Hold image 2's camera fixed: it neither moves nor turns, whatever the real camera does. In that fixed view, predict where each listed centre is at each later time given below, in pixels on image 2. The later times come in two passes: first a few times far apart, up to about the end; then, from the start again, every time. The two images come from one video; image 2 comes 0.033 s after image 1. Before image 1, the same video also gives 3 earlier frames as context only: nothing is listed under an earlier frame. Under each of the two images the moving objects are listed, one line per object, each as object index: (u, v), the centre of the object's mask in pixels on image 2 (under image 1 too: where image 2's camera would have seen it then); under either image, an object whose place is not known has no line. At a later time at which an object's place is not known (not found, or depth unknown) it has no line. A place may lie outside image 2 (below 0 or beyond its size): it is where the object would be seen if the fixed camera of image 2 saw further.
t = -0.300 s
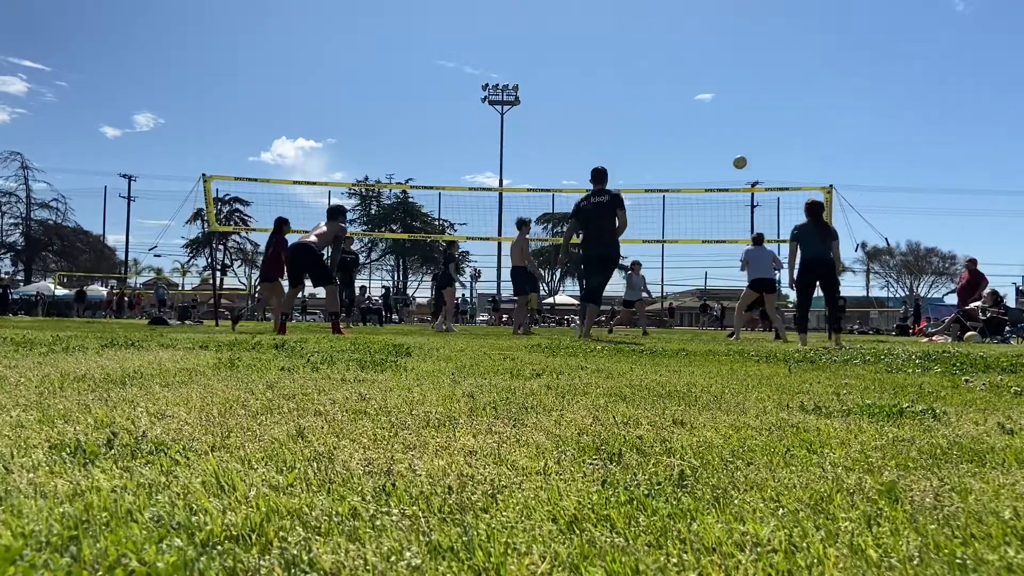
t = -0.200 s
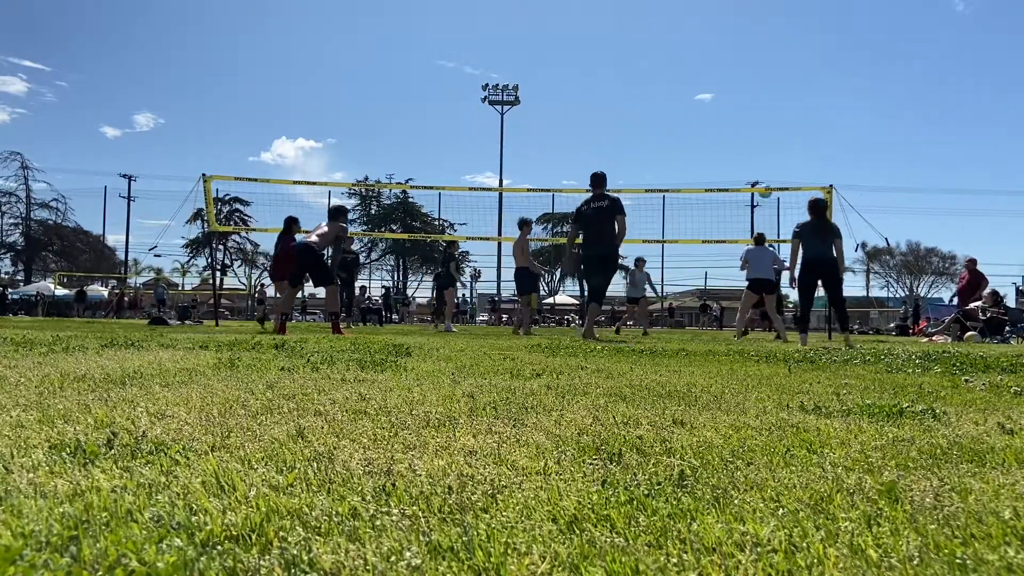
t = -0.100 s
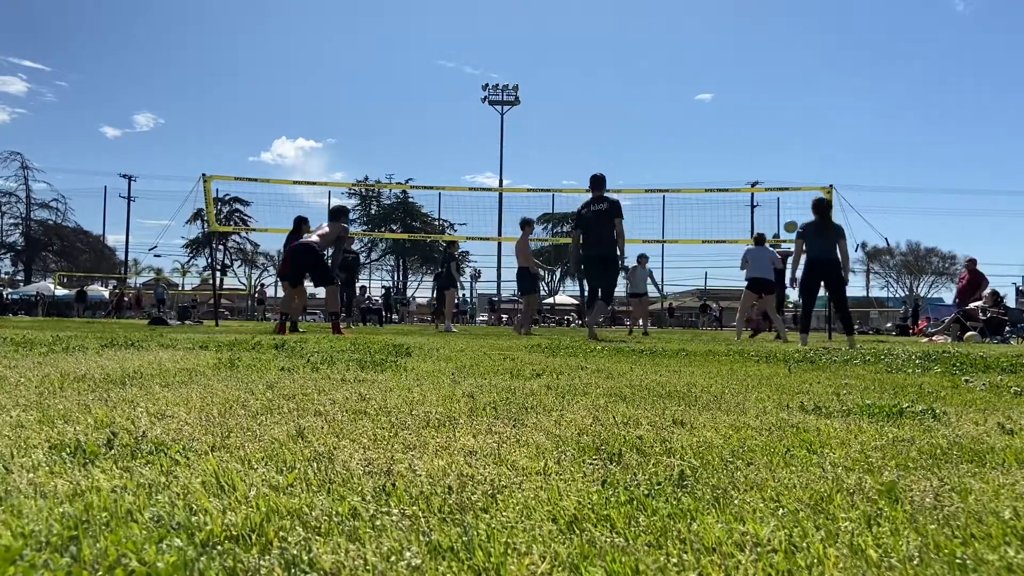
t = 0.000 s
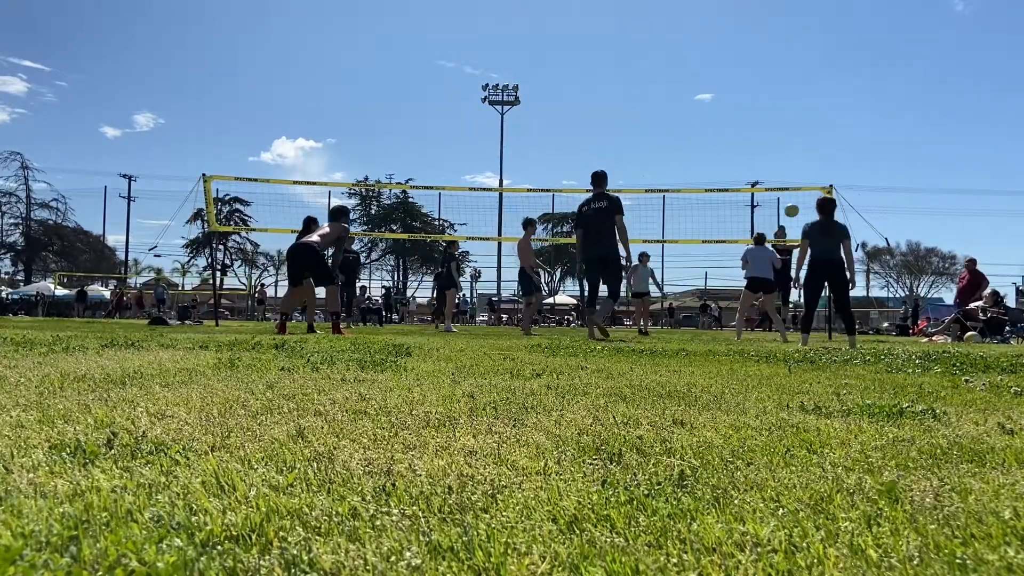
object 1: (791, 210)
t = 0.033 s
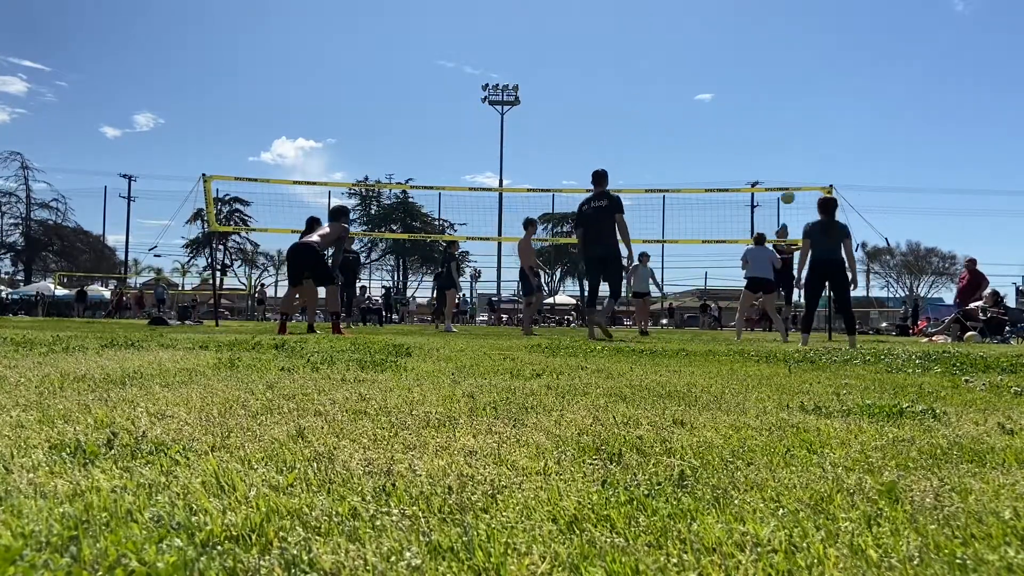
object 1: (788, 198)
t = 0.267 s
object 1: (761, 123)
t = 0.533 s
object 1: (731, 77)
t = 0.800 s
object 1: (702, 75)
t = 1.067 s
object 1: (672, 118)
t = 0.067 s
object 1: (784, 183)
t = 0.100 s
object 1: (780, 173)
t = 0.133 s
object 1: (776, 161)
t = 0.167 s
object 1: (773, 150)
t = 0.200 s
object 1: (769, 140)
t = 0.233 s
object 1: (765, 131)
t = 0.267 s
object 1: (761, 123)
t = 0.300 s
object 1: (758, 115)
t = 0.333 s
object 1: (754, 107)
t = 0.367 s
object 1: (750, 101)
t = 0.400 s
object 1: (746, 95)
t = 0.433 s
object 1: (742, 89)
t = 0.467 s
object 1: (739, 85)
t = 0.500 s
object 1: (735, 80)
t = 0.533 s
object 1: (731, 77)
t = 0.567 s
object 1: (727, 75)
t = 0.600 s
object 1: (724, 72)
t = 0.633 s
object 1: (720, 71)
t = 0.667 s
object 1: (717, 71)
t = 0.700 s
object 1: (713, 70)
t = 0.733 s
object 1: (709, 71)
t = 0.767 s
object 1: (706, 73)
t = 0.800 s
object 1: (702, 75)
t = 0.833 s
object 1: (698, 78)
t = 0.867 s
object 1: (694, 81)
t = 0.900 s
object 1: (691, 86)
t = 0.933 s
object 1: (687, 91)
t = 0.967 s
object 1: (683, 96)
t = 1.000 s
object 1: (680, 103)
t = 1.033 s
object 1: (676, 110)
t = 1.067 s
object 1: (672, 118)
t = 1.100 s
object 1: (669, 127)
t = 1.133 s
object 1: (666, 136)
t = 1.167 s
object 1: (662, 146)
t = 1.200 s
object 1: (659, 157)
